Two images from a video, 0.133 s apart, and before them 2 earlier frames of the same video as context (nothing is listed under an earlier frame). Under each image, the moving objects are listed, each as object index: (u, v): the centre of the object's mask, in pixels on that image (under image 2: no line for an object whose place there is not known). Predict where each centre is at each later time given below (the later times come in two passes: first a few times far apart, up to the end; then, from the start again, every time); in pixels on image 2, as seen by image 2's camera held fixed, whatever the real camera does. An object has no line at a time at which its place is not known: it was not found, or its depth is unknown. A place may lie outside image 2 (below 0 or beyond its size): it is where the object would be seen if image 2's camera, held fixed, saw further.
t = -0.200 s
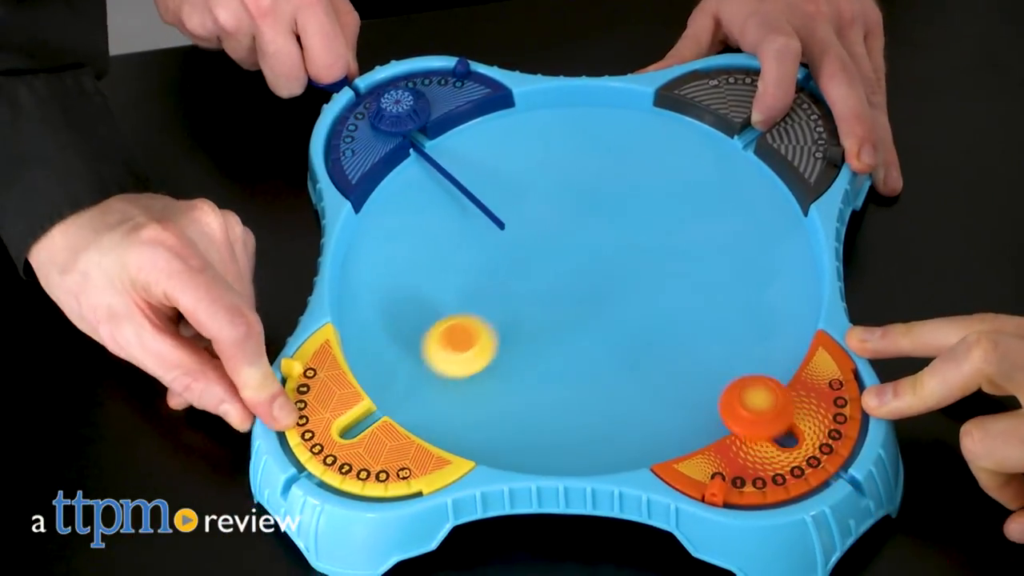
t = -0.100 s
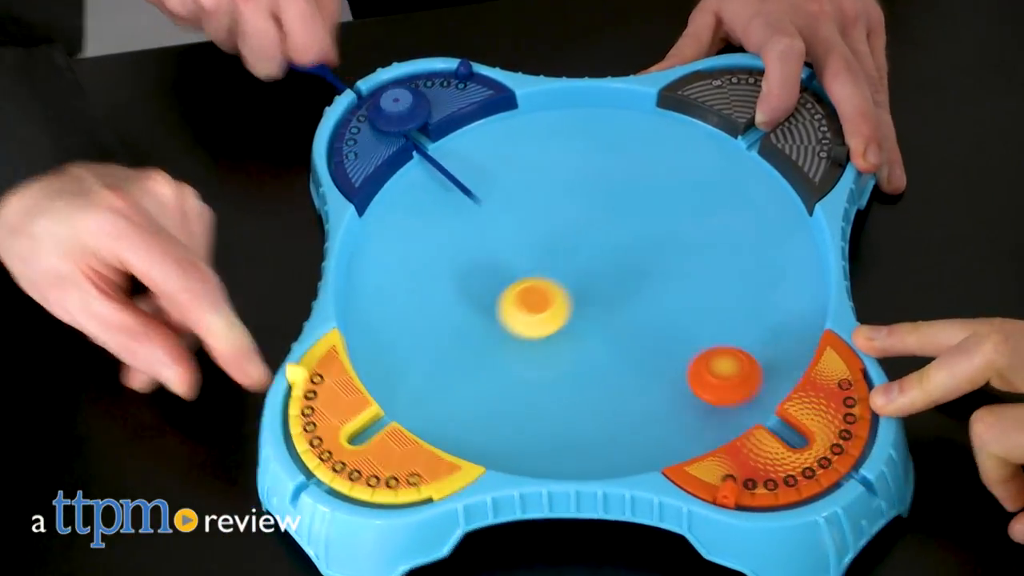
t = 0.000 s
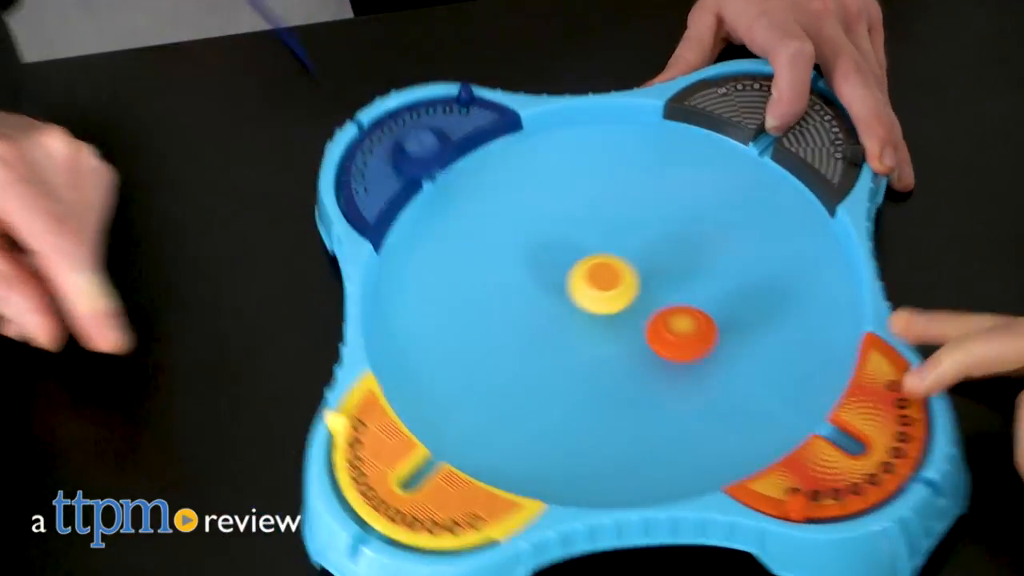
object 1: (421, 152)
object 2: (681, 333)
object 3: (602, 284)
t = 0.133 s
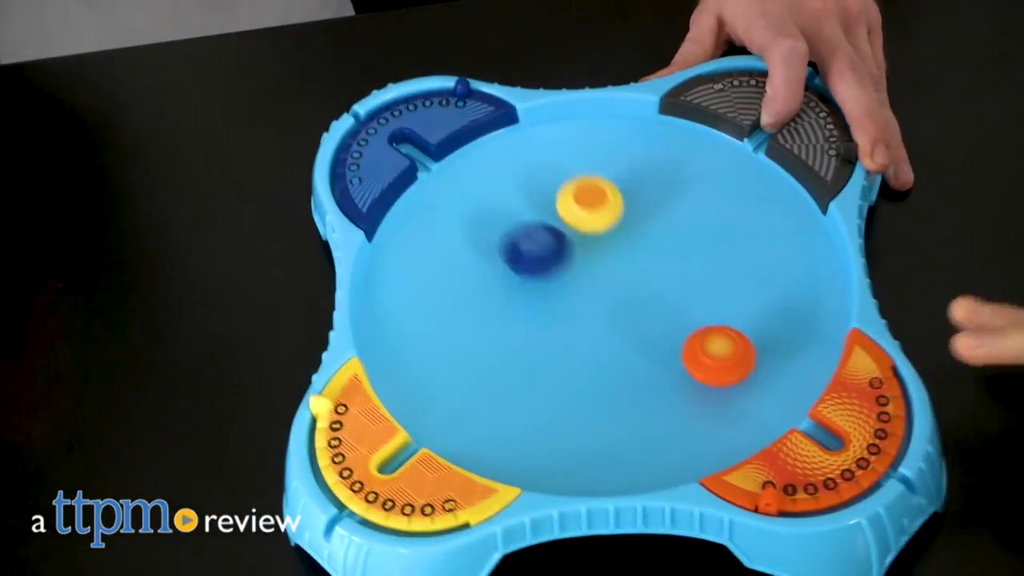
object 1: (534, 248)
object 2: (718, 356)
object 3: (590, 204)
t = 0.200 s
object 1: (596, 296)
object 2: (727, 362)
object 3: (577, 182)
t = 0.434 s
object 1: (642, 382)
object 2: (746, 333)
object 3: (557, 205)
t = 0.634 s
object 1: (664, 351)
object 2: (718, 299)
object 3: (553, 231)
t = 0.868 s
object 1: (445, 416)
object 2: (639, 171)
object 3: (584, 237)
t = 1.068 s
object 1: (458, 336)
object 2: (492, 177)
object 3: (630, 266)
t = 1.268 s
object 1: (539, 284)
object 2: (460, 208)
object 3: (660, 281)
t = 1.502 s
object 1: (573, 262)
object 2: (476, 237)
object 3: (662, 286)
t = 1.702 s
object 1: (575, 239)
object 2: (504, 242)
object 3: (653, 297)
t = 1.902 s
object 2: (397, 286)
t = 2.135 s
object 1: (632, 377)
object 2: (463, 405)
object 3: (626, 267)
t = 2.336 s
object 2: (571, 369)
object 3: (674, 222)
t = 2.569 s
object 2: (577, 319)
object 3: (648, 213)
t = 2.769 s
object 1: (659, 322)
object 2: (563, 303)
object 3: (636, 230)
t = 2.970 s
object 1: (594, 335)
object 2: (565, 280)
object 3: (624, 244)
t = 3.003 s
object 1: (585, 337)
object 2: (559, 280)
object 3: (633, 242)
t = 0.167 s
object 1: (567, 272)
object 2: (726, 361)
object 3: (583, 191)
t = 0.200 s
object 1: (596, 296)
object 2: (727, 362)
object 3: (577, 182)
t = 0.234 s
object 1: (621, 319)
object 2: (726, 360)
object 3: (572, 178)
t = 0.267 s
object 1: (641, 341)
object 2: (723, 356)
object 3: (567, 178)
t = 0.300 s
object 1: (650, 359)
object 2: (732, 352)
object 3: (563, 182)
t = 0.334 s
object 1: (649, 370)
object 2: (742, 348)
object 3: (561, 186)
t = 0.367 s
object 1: (645, 378)
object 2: (747, 343)
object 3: (558, 192)
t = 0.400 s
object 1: (642, 382)
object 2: (747, 338)
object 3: (557, 198)
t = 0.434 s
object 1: (642, 382)
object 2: (746, 333)
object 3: (557, 205)
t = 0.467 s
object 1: (642, 381)
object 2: (743, 327)
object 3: (556, 212)
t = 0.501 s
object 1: (645, 379)
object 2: (739, 321)
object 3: (556, 218)
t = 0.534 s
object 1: (650, 374)
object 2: (734, 315)
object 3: (554, 223)
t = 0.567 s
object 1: (656, 368)
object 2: (729, 309)
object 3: (552, 227)
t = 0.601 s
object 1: (660, 360)
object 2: (723, 304)
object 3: (551, 229)
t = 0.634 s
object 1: (664, 351)
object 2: (718, 299)
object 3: (553, 231)
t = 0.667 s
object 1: (666, 343)
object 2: (713, 295)
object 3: (556, 231)
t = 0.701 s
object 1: (636, 359)
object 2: (734, 267)
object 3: (560, 232)
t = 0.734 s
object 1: (582, 390)
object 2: (772, 222)
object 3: (565, 232)
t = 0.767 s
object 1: (532, 413)
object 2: (767, 187)
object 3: (570, 233)
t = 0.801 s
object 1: (486, 431)
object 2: (723, 172)
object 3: (575, 234)
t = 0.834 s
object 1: (459, 423)
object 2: (679, 172)
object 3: (579, 235)
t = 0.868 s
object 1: (445, 416)
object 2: (639, 171)
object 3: (584, 237)
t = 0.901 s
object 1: (436, 407)
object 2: (603, 167)
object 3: (592, 241)
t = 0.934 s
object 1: (433, 394)
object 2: (571, 166)
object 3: (600, 246)
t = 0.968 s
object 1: (434, 379)
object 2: (543, 166)
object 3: (607, 251)
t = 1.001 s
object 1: (439, 364)
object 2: (522, 169)
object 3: (615, 257)
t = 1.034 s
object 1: (447, 350)
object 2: (505, 172)
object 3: (622, 262)
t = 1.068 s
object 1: (458, 336)
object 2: (492, 177)
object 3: (630, 266)
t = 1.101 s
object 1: (471, 324)
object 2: (481, 182)
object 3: (637, 270)
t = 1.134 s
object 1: (486, 312)
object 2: (474, 187)
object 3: (645, 273)
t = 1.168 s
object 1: (500, 303)
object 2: (468, 192)
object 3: (652, 276)
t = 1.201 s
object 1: (514, 295)
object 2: (463, 197)
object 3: (656, 278)
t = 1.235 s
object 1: (527, 288)
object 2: (461, 202)
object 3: (658, 279)
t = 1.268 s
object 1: (539, 284)
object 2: (460, 208)
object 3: (660, 281)
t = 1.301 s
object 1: (549, 279)
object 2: (460, 213)
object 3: (661, 282)
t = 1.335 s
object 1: (557, 276)
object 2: (461, 217)
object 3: (663, 283)
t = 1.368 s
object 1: (562, 272)
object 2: (463, 222)
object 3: (663, 283)
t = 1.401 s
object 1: (566, 270)
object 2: (466, 226)
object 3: (663, 284)
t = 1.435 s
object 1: (570, 268)
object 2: (469, 230)
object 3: (663, 285)
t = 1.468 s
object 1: (572, 265)
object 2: (472, 234)
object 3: (663, 286)
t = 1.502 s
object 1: (573, 262)
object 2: (476, 237)
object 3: (662, 286)
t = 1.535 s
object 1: (574, 257)
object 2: (480, 238)
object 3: (661, 287)
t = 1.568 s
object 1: (574, 252)
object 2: (484, 240)
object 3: (660, 288)
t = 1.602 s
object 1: (574, 248)
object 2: (489, 240)
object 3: (659, 290)
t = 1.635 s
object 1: (574, 244)
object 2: (494, 241)
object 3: (658, 292)
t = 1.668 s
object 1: (574, 241)
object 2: (500, 241)
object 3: (655, 295)
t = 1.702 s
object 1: (575, 239)
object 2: (504, 242)
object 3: (653, 297)
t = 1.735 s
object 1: (642, 240)
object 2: (446, 235)
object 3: (651, 299)
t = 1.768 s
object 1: (711, 242)
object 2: (395, 227)
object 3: (648, 302)
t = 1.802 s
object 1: (775, 241)
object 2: (382, 229)
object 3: (645, 304)
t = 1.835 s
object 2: (371, 246)
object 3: (642, 306)
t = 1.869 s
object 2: (380, 264)
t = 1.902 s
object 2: (397, 286)
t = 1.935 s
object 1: (700, 304)
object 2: (419, 303)
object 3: (625, 314)
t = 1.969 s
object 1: (684, 320)
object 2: (443, 317)
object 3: (605, 314)
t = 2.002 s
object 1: (672, 341)
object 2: (468, 329)
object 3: (584, 313)
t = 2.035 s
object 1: (660, 355)
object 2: (493, 338)
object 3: (567, 312)
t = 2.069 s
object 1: (649, 365)
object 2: (491, 356)
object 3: (577, 300)
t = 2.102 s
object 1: (639, 372)
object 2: (474, 383)
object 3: (602, 282)
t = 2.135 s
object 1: (632, 377)
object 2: (463, 405)
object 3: (626, 267)
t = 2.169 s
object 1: (627, 379)
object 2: (457, 422)
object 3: (644, 254)
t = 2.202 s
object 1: (624, 380)
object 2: (479, 416)
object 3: (659, 244)
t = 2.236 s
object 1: (623, 380)
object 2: (510, 407)
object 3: (669, 236)
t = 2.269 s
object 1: (624, 379)
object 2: (540, 396)
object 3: (674, 230)
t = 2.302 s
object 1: (629, 376)
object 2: (566, 383)
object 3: (675, 226)
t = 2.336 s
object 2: (571, 369)
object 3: (674, 222)
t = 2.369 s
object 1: (665, 362)
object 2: (572, 359)
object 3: (670, 219)
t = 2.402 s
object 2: (575, 348)
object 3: (665, 216)
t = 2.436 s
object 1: (691, 345)
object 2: (577, 339)
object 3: (660, 213)
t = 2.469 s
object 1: (698, 336)
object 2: (579, 331)
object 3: (656, 212)
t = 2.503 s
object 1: (702, 329)
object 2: (580, 326)
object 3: (653, 211)
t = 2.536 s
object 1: (704, 323)
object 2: (579, 322)
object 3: (650, 212)
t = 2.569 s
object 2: (577, 319)
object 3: (648, 213)
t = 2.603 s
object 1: (700, 318)
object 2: (575, 316)
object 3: (646, 214)
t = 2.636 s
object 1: (695, 317)
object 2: (572, 314)
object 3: (645, 217)
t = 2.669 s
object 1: (688, 317)
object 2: (569, 312)
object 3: (643, 220)
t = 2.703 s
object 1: (680, 317)
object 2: (567, 309)
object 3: (641, 223)
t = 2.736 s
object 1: (670, 319)
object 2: (564, 306)
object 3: (639, 226)
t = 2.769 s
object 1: (659, 322)
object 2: (563, 303)
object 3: (636, 230)
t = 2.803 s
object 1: (648, 324)
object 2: (562, 299)
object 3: (633, 233)
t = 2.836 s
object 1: (638, 327)
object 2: (562, 295)
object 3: (631, 236)
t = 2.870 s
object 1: (628, 330)
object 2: (562, 292)
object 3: (628, 239)
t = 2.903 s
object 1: (616, 332)
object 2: (562, 288)
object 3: (626, 241)
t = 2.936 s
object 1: (605, 334)
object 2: (564, 284)
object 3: (625, 243)
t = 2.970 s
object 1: (594, 335)
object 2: (565, 280)
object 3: (624, 244)
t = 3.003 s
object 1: (585, 337)
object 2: (559, 280)
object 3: (633, 242)
